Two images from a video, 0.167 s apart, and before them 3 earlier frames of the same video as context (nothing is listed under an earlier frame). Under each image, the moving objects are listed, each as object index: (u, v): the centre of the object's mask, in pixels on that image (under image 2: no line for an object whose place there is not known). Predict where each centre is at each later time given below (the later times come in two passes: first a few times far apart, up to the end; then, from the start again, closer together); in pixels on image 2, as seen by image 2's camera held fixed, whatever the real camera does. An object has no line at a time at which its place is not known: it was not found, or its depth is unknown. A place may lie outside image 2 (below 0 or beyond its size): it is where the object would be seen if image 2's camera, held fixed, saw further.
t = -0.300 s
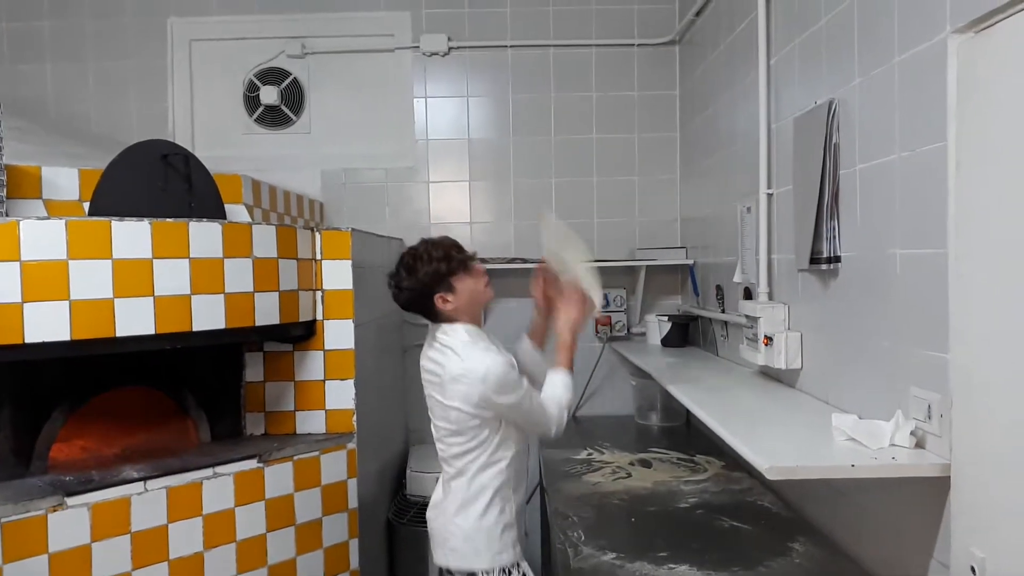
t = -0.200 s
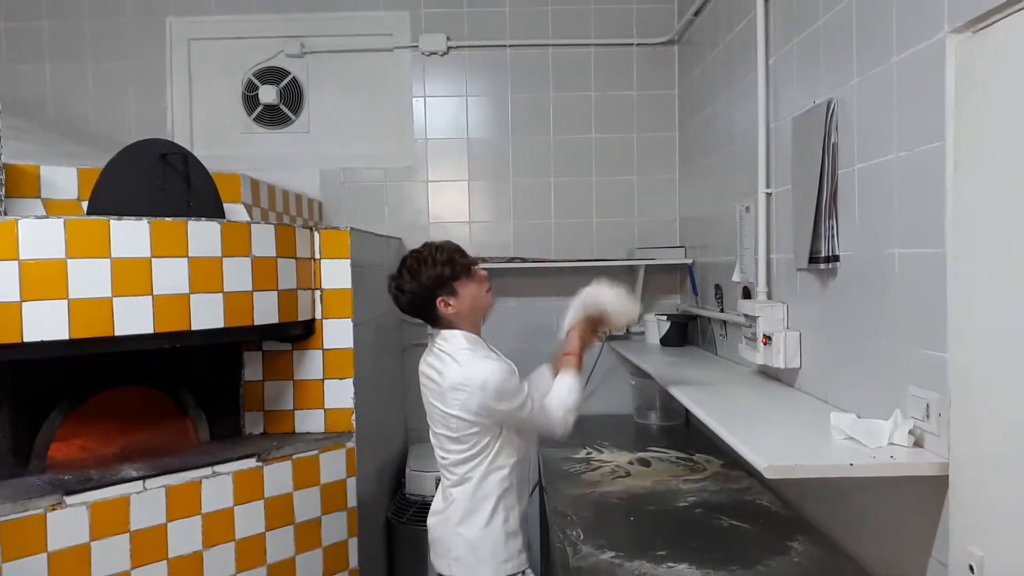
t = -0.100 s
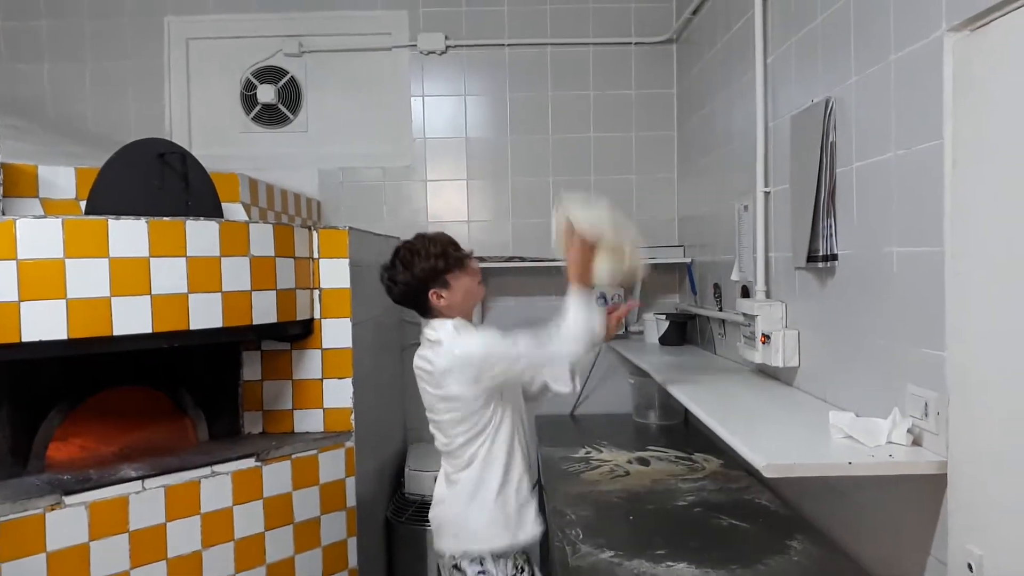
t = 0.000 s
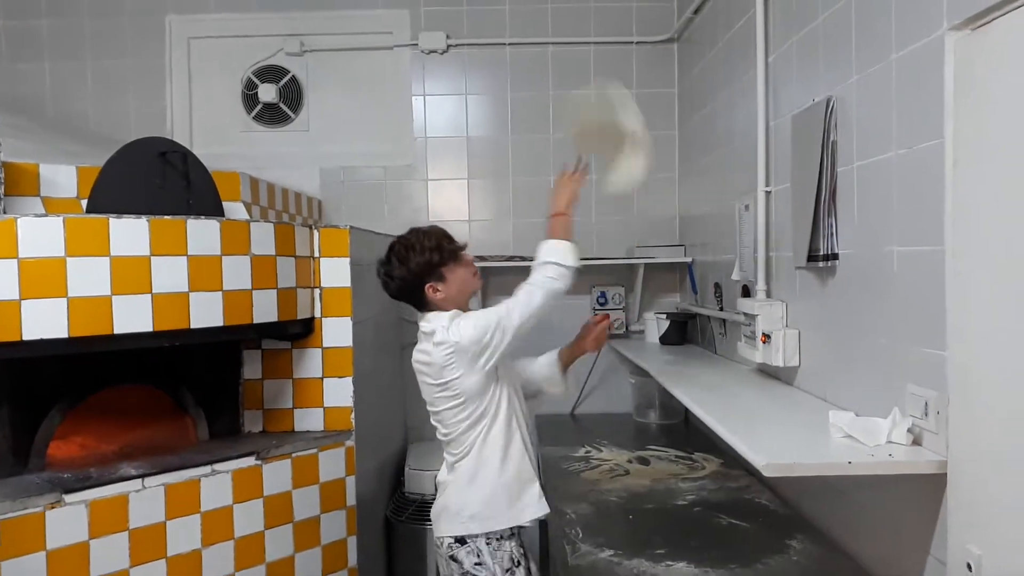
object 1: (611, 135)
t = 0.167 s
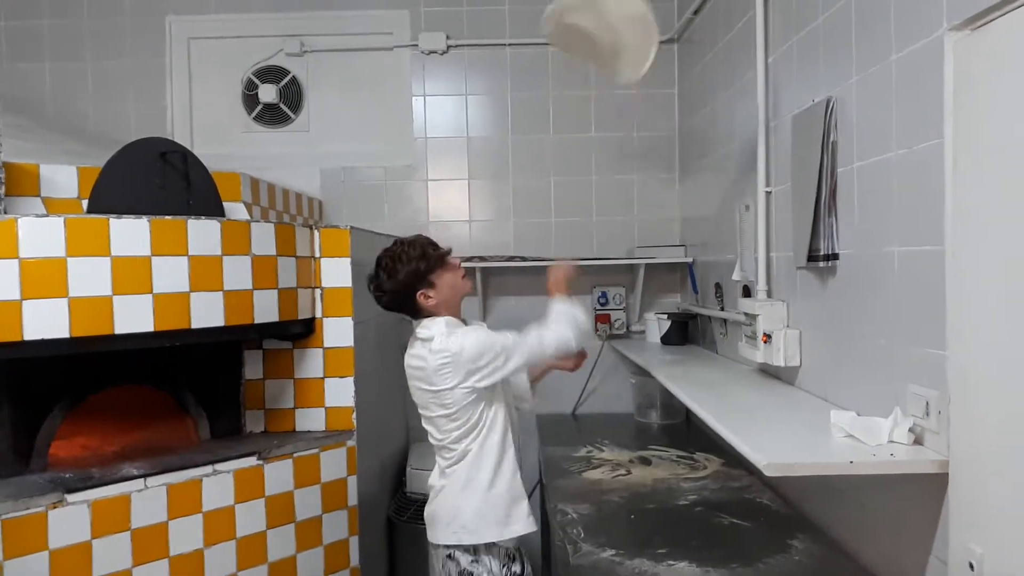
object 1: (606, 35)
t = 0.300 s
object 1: (614, 30)
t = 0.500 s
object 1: (610, 117)
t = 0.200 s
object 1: (603, 32)
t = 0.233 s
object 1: (604, 32)
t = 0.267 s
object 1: (609, 32)
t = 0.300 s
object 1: (614, 30)
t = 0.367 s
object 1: (602, 34)
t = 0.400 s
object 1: (598, 51)
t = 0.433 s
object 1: (604, 75)
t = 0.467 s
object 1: (615, 95)
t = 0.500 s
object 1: (610, 117)
